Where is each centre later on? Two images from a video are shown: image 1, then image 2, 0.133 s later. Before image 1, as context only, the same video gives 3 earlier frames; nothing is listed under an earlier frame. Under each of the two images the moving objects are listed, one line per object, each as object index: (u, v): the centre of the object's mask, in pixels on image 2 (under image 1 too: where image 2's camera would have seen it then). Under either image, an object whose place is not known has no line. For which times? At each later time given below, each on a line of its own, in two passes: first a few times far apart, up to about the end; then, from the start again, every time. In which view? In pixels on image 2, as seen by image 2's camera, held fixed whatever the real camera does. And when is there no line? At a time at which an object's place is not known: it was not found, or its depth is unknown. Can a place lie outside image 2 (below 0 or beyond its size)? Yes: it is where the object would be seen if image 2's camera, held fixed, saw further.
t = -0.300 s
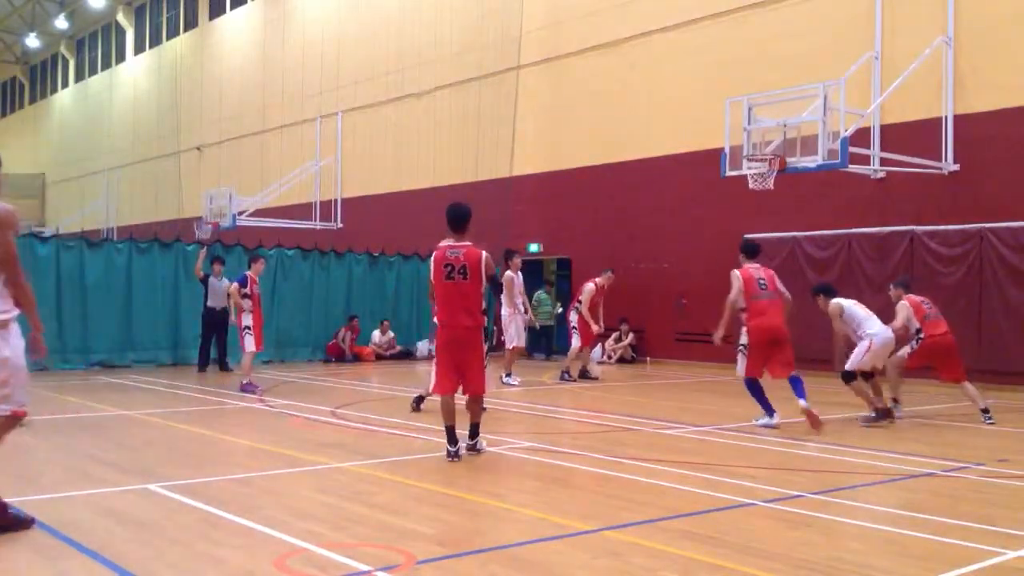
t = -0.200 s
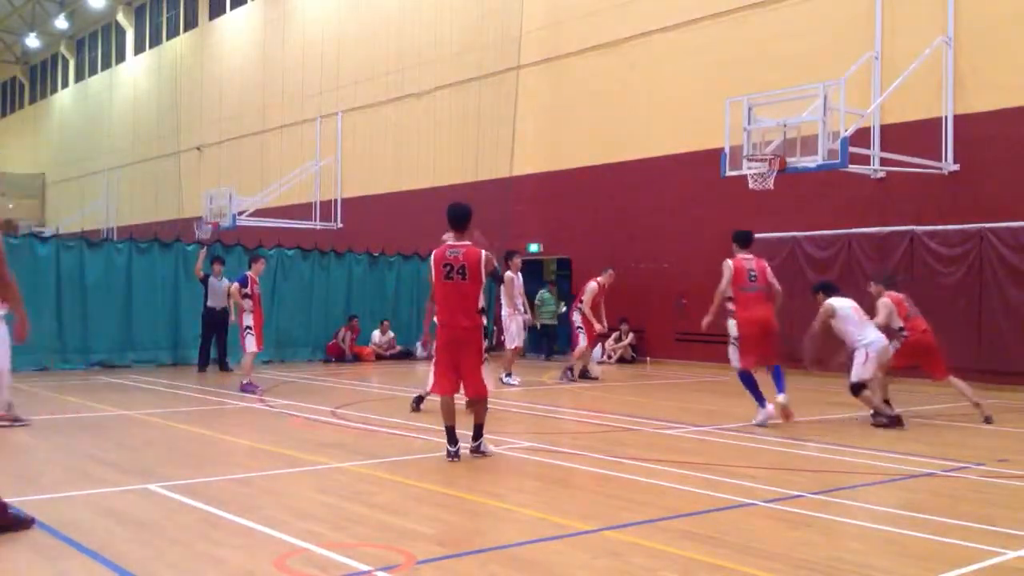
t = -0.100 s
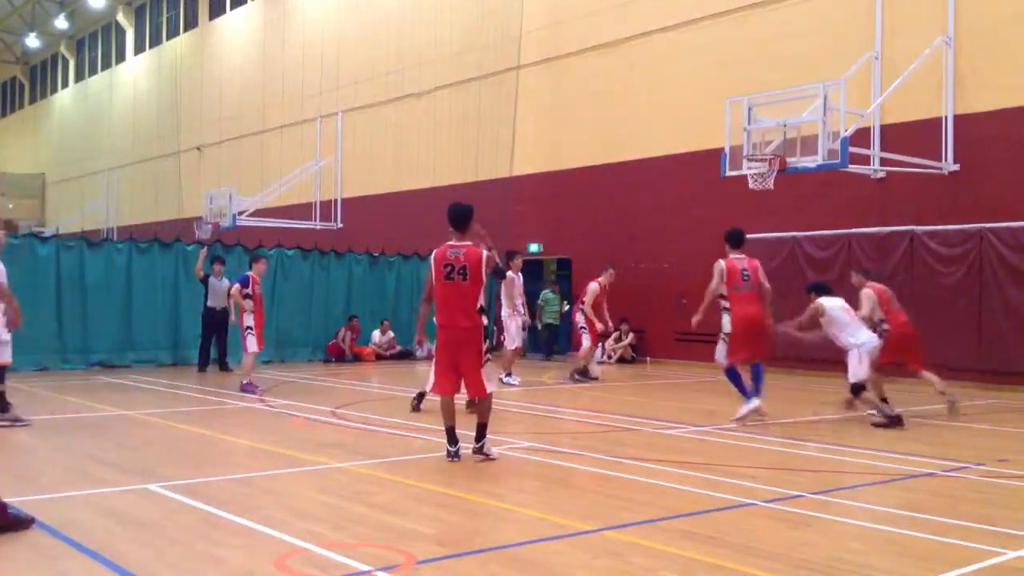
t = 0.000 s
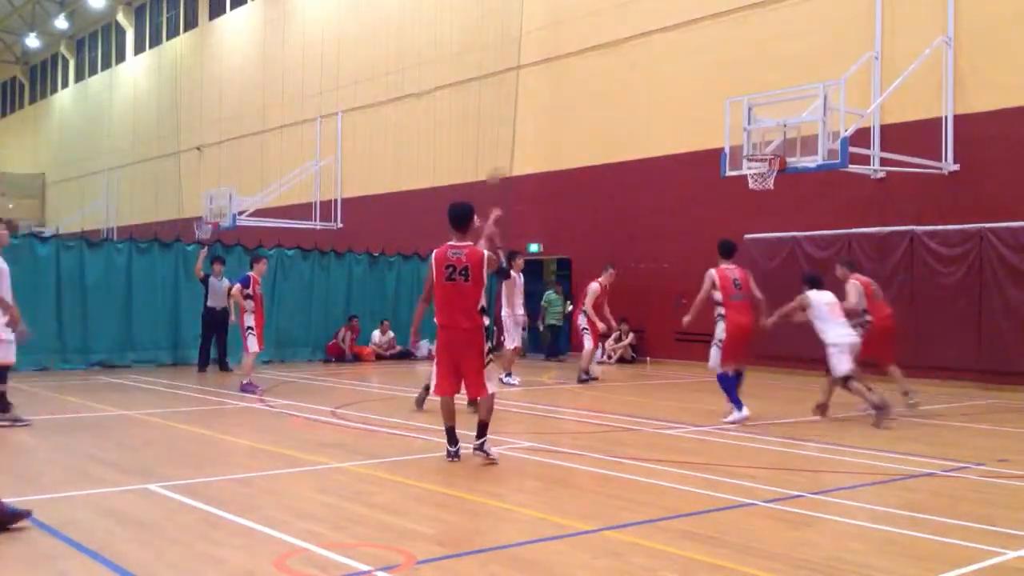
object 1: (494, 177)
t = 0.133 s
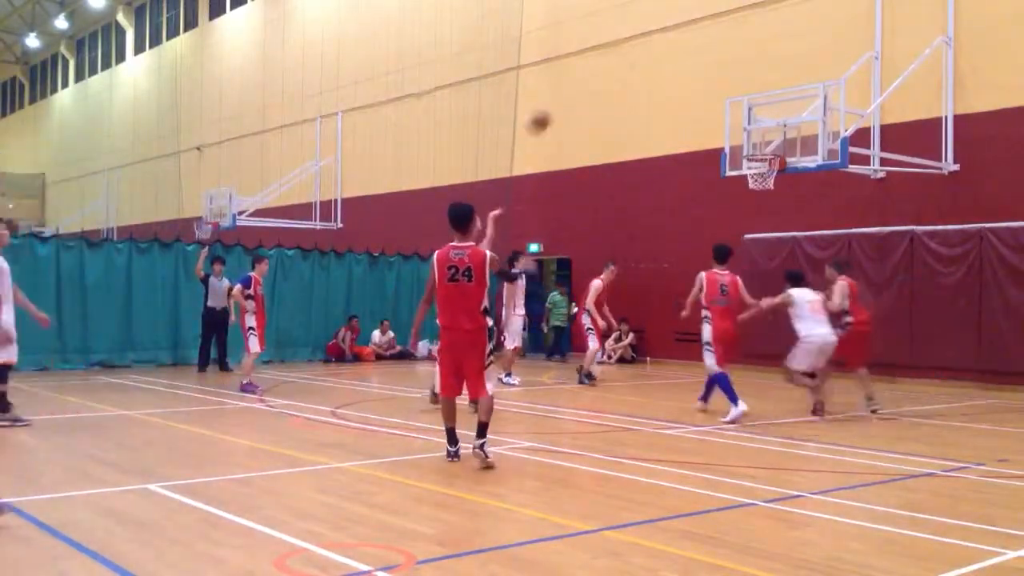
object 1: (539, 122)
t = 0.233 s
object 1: (569, 89)
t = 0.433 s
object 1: (626, 57)
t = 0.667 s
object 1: (685, 61)
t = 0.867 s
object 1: (729, 97)
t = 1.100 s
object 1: (758, 147)
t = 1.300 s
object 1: (760, 191)
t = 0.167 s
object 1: (550, 108)
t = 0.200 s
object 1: (560, 98)
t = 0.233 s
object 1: (569, 89)
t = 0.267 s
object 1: (581, 80)
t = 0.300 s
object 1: (590, 74)
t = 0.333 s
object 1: (599, 68)
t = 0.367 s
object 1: (608, 64)
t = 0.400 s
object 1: (618, 60)
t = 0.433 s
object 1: (626, 57)
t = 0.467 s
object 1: (635, 54)
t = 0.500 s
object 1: (643, 53)
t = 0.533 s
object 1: (653, 53)
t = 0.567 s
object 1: (660, 53)
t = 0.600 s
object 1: (669, 55)
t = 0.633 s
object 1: (677, 58)
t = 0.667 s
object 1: (685, 61)
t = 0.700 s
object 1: (693, 66)
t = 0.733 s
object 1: (700, 70)
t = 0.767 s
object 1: (707, 77)
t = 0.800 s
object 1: (715, 83)
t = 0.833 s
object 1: (722, 89)
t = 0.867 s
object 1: (729, 97)
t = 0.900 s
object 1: (735, 106)
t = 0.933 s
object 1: (743, 117)
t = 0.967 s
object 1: (748, 125)
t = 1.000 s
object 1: (756, 138)
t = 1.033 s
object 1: (760, 147)
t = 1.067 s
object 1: (763, 148)
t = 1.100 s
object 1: (758, 147)
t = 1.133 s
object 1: (757, 164)
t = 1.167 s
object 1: (756, 167)
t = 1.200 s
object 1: (756, 167)
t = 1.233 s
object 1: (755, 166)
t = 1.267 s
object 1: (759, 187)
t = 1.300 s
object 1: (760, 191)
